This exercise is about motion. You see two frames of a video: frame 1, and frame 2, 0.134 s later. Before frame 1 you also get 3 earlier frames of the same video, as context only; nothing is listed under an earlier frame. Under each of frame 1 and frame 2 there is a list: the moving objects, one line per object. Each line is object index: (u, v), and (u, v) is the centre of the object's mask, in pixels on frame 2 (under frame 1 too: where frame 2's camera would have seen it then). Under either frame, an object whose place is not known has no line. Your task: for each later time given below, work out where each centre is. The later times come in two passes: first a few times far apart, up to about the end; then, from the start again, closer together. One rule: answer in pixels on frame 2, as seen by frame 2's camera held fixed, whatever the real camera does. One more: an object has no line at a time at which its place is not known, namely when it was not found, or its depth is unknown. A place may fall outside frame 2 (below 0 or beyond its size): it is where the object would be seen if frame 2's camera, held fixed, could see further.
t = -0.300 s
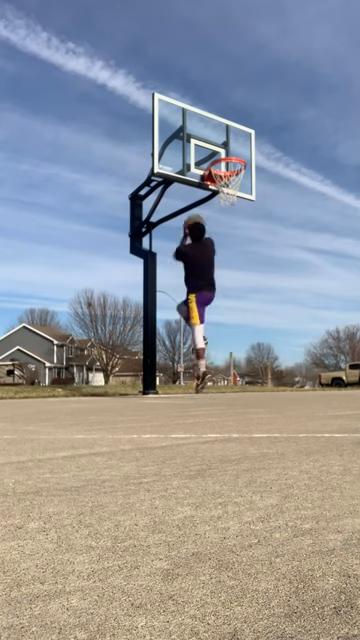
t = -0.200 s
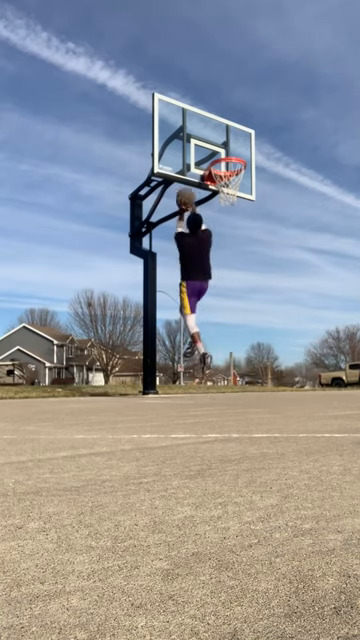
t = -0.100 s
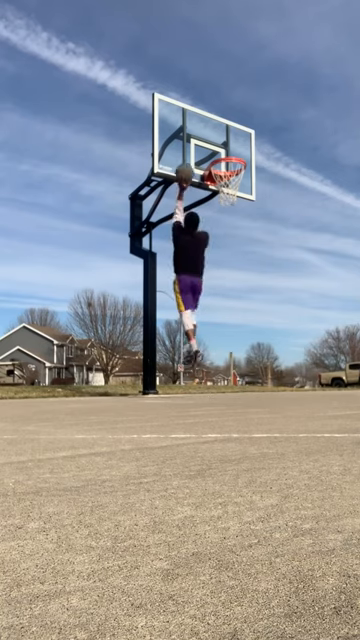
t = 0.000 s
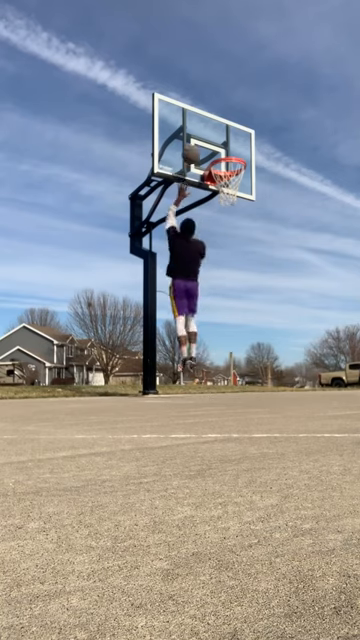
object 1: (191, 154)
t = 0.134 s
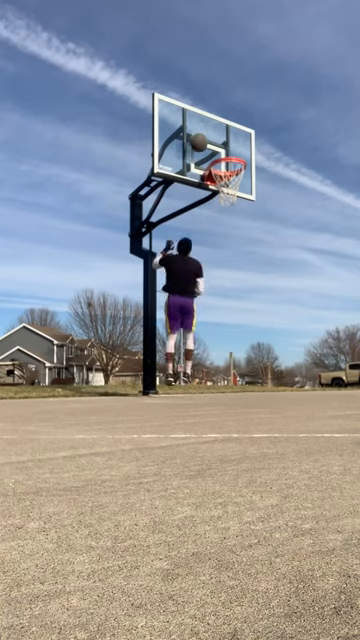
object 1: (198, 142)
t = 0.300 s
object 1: (212, 141)
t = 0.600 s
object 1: (229, 170)
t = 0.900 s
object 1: (217, 188)
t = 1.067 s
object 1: (220, 208)
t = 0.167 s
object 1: (200, 141)
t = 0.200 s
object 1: (203, 141)
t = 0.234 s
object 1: (206, 140)
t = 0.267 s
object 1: (209, 140)
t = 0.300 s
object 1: (212, 141)
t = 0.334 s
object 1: (215, 143)
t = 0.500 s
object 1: (231, 172)
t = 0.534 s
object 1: (231, 172)
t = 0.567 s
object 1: (230, 172)
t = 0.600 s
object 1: (229, 170)
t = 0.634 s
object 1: (227, 171)
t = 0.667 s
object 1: (225, 174)
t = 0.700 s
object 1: (223, 174)
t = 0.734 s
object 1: (222, 176)
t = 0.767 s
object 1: (223, 177)
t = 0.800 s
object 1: (222, 177)
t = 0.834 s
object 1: (220, 179)
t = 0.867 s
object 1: (219, 186)
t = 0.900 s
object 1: (217, 188)
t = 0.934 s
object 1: (218, 192)
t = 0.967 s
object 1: (218, 195)
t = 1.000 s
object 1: (219, 199)
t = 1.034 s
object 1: (219, 203)
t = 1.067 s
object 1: (220, 208)
